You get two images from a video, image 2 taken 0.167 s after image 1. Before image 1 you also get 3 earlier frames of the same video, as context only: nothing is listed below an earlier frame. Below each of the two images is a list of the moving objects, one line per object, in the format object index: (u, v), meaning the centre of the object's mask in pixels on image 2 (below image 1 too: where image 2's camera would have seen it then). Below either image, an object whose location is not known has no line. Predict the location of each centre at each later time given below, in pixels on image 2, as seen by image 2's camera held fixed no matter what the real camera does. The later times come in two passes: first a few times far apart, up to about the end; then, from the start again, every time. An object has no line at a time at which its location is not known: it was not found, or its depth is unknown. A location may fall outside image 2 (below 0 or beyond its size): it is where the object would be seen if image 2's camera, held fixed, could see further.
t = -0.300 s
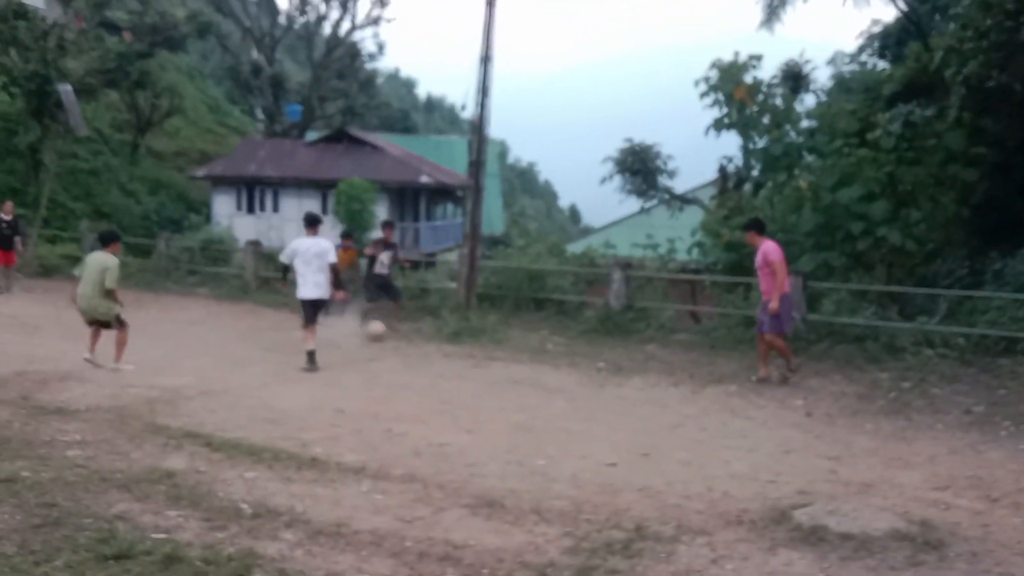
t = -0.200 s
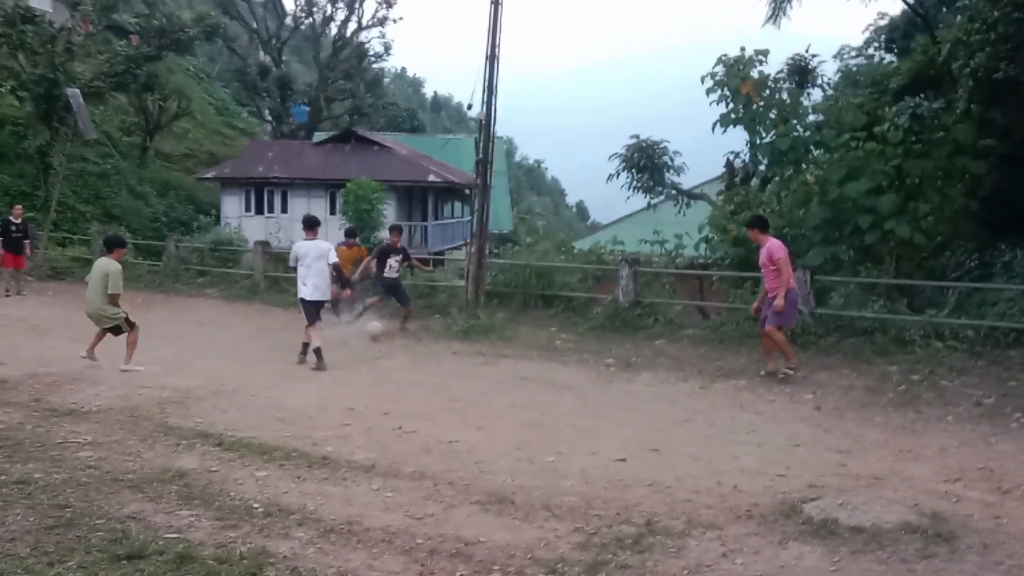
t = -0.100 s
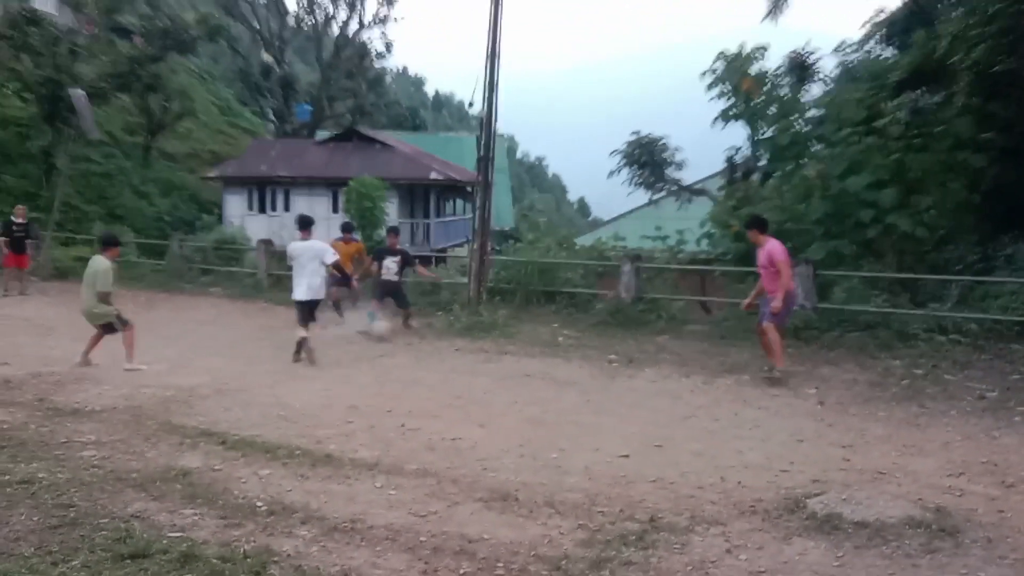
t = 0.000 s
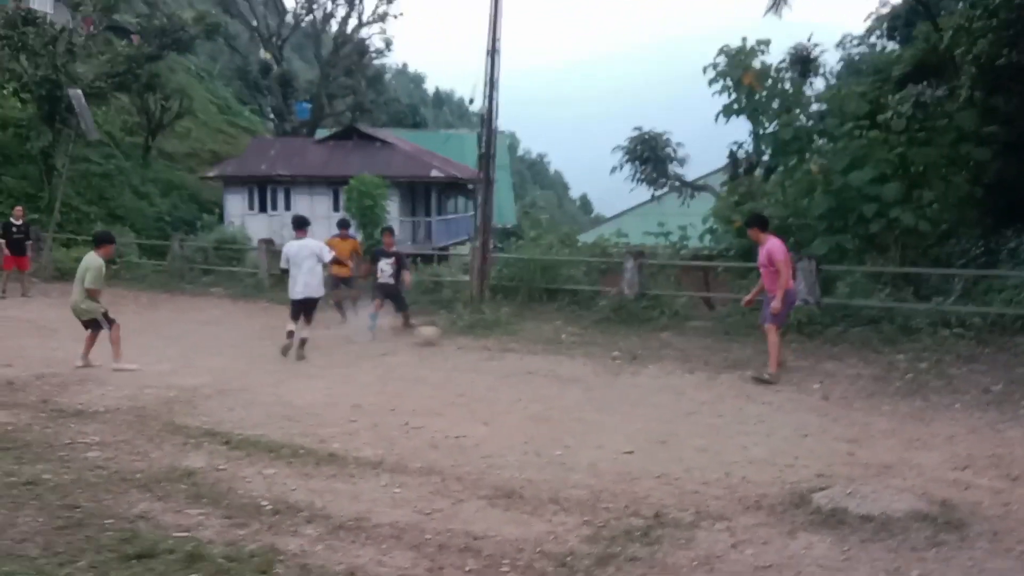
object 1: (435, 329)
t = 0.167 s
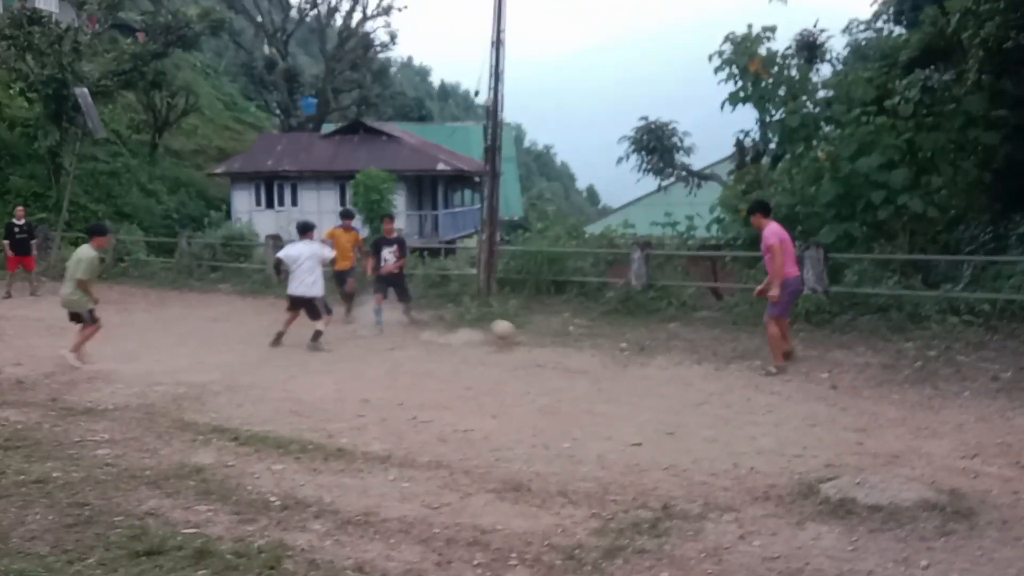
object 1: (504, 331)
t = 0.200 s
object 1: (518, 333)
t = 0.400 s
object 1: (601, 349)
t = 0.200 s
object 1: (518, 333)
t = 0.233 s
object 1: (533, 338)
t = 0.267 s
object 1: (548, 342)
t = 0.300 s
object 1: (561, 345)
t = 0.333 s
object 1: (575, 345)
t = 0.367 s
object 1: (587, 347)
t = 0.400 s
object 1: (601, 349)
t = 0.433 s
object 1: (614, 350)
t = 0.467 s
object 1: (626, 350)
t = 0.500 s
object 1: (639, 351)
